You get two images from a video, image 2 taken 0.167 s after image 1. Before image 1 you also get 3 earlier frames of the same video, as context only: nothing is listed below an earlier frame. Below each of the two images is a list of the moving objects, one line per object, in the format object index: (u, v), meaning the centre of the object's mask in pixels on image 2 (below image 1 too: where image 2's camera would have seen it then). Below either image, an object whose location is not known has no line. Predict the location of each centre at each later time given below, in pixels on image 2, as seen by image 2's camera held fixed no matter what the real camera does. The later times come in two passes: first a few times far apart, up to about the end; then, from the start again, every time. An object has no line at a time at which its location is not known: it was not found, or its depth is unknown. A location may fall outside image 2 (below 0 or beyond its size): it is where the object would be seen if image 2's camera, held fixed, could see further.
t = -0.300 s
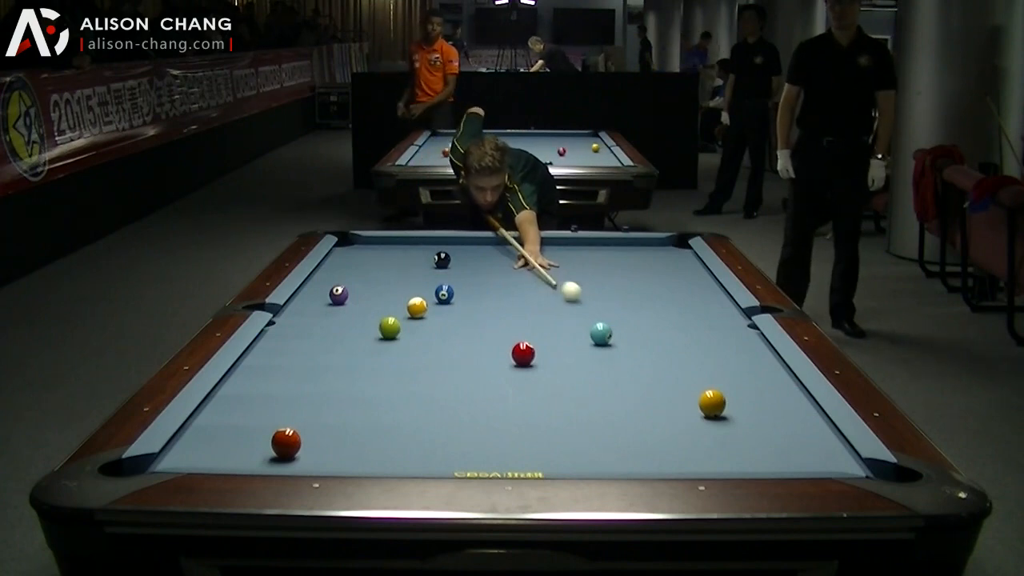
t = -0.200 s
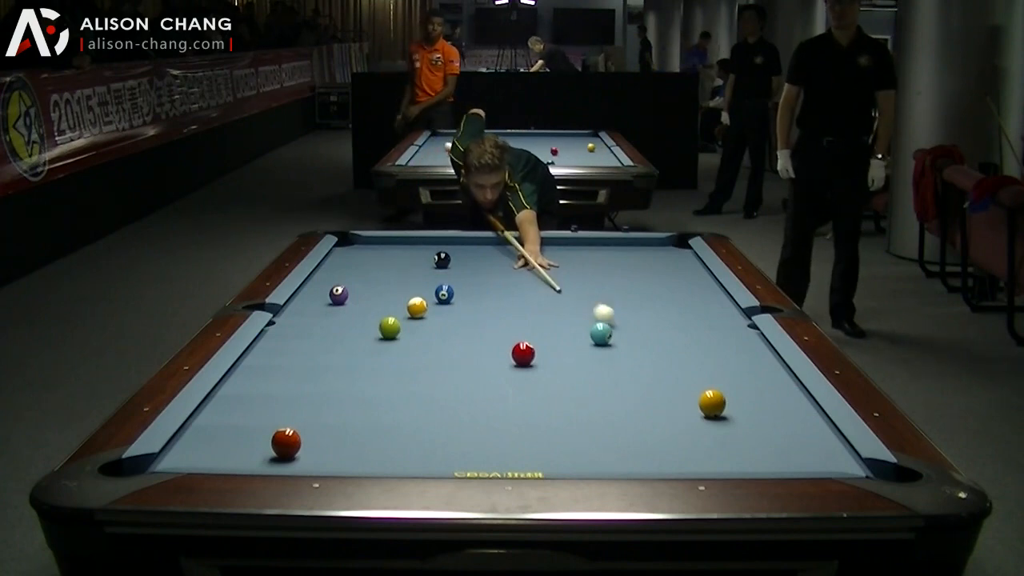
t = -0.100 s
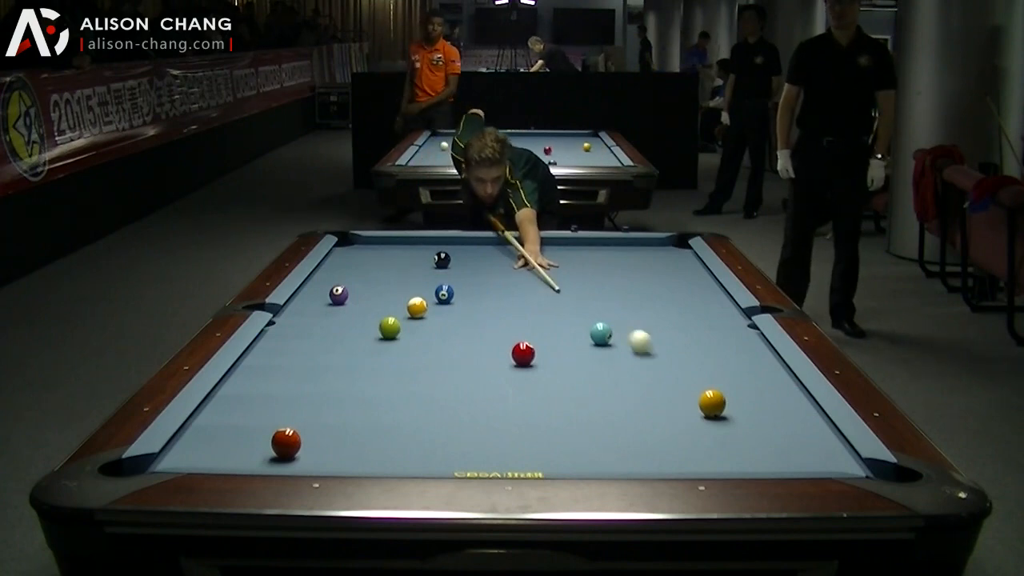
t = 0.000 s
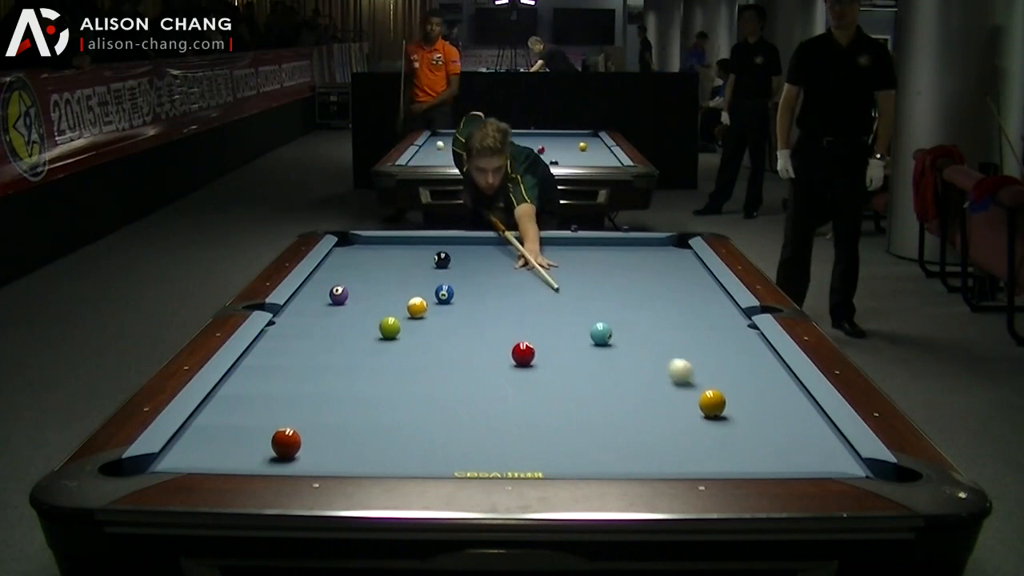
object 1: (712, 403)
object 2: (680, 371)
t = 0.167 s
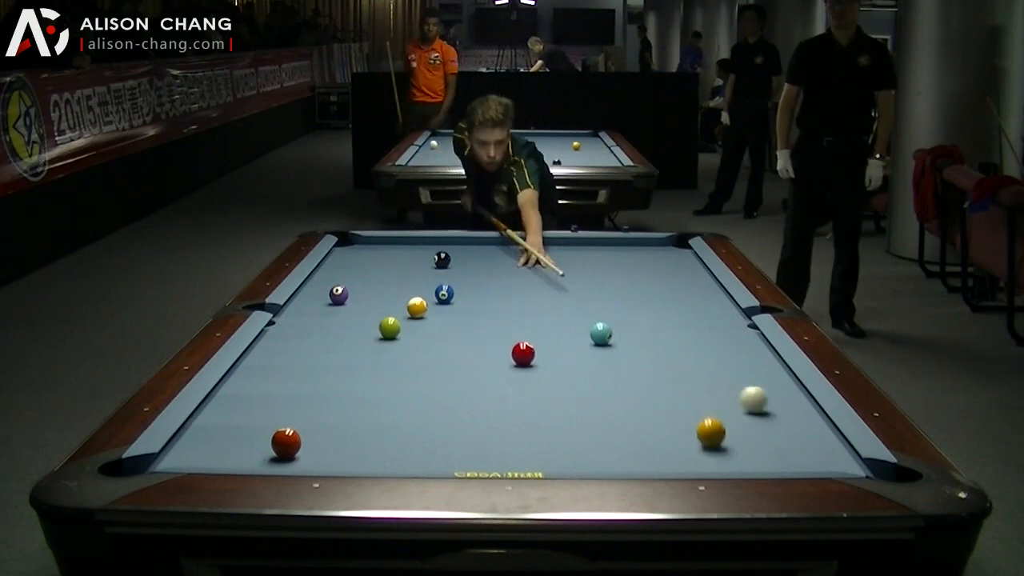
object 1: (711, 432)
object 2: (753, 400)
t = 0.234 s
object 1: (710, 456)
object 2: (778, 402)
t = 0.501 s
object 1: (686, 428)
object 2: (771, 409)
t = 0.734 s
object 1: (670, 395)
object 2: (736, 414)
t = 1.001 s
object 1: (656, 364)
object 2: (697, 419)
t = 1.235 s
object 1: (645, 342)
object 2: (665, 424)
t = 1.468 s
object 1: (635, 323)
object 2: (633, 428)
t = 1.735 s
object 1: (626, 305)
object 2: (599, 433)
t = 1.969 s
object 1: (619, 290)
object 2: (570, 437)
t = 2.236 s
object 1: (613, 276)
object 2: (539, 441)
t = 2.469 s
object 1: (607, 266)
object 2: (514, 445)
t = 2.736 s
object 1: (602, 254)
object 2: (487, 448)
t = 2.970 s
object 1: (597, 246)
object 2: (465, 451)
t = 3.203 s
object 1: (595, 241)
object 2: (446, 454)
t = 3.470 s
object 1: (596, 246)
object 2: (426, 456)
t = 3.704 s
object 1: (597, 250)
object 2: (411, 457)
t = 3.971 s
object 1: (599, 254)
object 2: (395, 459)
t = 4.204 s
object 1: (600, 258)
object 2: (384, 459)
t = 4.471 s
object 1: (602, 262)
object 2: (373, 460)
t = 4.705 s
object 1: (602, 265)
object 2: (366, 461)
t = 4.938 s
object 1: (603, 269)
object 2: (361, 461)
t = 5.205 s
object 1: (604, 272)
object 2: (358, 461)
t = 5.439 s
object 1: (605, 275)
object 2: (357, 461)
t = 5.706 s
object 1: (606, 278)
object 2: (357, 461)
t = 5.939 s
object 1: (607, 280)
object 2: (357, 461)
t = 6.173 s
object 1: (607, 282)
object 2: (357, 461)
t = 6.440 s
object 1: (607, 284)
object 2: (357, 461)
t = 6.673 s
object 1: (608, 286)
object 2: (357, 461)
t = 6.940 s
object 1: (610, 288)
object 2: (357, 461)
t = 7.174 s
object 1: (611, 289)
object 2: (357, 461)
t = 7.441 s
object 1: (611, 290)
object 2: (357, 461)
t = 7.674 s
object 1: (611, 291)
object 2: (357, 461)
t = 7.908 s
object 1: (611, 291)
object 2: (357, 461)
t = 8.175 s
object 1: (611, 291)
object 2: (357, 461)
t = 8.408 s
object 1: (611, 291)
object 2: (357, 461)
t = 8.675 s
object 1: (611, 291)
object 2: (357, 461)
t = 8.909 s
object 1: (611, 291)
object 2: (357, 461)
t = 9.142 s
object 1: (611, 291)
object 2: (357, 461)
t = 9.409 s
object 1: (611, 291)
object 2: (357, 461)
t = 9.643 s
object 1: (611, 291)
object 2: (357, 461)
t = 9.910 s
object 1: (611, 291)
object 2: (357, 461)
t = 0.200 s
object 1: (710, 444)
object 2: (766, 401)
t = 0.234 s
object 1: (710, 456)
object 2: (778, 402)
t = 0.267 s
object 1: (709, 462)
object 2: (790, 404)
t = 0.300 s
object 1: (706, 463)
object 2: (803, 405)
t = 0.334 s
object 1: (702, 458)
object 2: (800, 406)
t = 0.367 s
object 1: (698, 453)
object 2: (793, 406)
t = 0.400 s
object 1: (695, 446)
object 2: (787, 407)
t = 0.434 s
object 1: (692, 439)
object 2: (781, 408)
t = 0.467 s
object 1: (688, 433)
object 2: (777, 408)
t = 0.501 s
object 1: (686, 428)
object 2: (771, 409)
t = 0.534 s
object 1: (683, 422)
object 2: (766, 410)
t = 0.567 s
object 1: (681, 417)
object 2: (761, 411)
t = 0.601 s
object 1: (678, 413)
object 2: (756, 411)
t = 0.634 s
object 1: (676, 408)
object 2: (751, 412)
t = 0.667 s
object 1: (674, 404)
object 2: (746, 413)
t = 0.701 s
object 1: (672, 399)
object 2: (741, 413)
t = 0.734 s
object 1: (670, 395)
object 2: (736, 414)
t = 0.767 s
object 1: (668, 391)
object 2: (731, 415)
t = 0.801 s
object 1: (666, 387)
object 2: (726, 415)
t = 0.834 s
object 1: (664, 383)
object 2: (722, 416)
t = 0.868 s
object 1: (662, 379)
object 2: (717, 417)
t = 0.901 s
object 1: (660, 375)
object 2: (712, 417)
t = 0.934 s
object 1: (659, 371)
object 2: (707, 418)
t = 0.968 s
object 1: (657, 368)
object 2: (702, 419)
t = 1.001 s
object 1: (656, 364)
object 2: (697, 419)
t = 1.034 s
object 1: (654, 361)
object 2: (693, 420)
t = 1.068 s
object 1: (652, 358)
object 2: (688, 421)
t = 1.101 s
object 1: (651, 355)
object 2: (684, 421)
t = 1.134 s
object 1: (649, 351)
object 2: (679, 422)
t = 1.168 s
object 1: (648, 348)
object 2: (674, 422)
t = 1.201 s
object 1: (646, 345)
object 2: (669, 423)
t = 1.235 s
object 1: (645, 342)
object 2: (665, 424)
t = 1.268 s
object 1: (643, 340)
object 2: (660, 425)
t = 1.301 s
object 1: (642, 337)
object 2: (655, 425)
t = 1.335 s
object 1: (640, 334)
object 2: (651, 426)
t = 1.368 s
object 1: (639, 331)
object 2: (647, 427)
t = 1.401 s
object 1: (638, 328)
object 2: (642, 427)
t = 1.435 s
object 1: (636, 326)
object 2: (638, 428)
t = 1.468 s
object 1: (635, 323)
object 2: (633, 428)
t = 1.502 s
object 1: (634, 321)
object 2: (629, 429)
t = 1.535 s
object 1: (633, 318)
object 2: (624, 430)
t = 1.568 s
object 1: (631, 316)
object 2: (620, 430)
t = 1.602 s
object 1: (630, 314)
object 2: (616, 431)
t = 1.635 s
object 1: (629, 311)
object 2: (612, 431)
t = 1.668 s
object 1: (628, 309)
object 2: (607, 432)
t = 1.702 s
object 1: (627, 307)
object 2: (603, 433)
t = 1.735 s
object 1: (626, 305)
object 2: (599, 433)
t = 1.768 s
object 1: (625, 303)
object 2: (595, 434)
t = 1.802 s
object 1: (624, 300)
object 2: (591, 434)
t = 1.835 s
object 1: (623, 298)
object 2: (586, 435)
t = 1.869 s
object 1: (622, 296)
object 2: (582, 435)
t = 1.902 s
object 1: (621, 294)
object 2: (578, 436)
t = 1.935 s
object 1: (620, 292)
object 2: (574, 437)
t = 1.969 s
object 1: (619, 290)
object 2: (570, 437)
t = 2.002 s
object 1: (618, 289)
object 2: (566, 438)
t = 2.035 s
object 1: (618, 287)
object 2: (562, 438)
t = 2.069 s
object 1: (617, 285)
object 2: (558, 439)
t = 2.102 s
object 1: (616, 283)
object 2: (554, 439)
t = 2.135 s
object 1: (615, 281)
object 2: (550, 440)
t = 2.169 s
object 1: (614, 280)
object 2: (546, 440)
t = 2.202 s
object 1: (613, 278)
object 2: (543, 441)
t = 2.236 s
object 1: (613, 276)
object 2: (539, 441)
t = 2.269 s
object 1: (612, 275)
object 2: (535, 442)
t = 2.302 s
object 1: (611, 273)
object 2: (532, 442)
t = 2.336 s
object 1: (610, 272)
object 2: (528, 443)
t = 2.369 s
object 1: (609, 270)
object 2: (524, 443)
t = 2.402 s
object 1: (609, 268)
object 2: (521, 444)
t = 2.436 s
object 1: (608, 267)
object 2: (517, 444)
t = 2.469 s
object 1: (607, 266)
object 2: (514, 445)
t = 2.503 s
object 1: (606, 264)
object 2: (510, 445)
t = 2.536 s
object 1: (606, 263)
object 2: (506, 446)
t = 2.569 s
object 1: (605, 261)
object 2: (503, 446)
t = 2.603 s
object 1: (605, 260)
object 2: (500, 447)
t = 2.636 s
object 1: (604, 258)
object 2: (496, 447)
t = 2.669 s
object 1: (603, 257)
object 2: (493, 448)
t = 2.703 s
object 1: (603, 256)
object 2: (490, 448)
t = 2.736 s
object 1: (602, 254)
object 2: (487, 448)
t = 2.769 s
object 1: (601, 253)
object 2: (484, 449)
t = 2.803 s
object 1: (600, 252)
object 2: (480, 449)
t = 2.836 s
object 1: (600, 251)
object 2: (477, 450)
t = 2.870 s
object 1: (599, 249)
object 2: (474, 450)
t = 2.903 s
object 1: (598, 248)
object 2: (471, 450)
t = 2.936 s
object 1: (598, 247)
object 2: (468, 451)
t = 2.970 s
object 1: (597, 246)
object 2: (465, 451)
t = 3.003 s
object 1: (597, 245)
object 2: (462, 452)
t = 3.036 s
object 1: (596, 244)
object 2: (459, 452)
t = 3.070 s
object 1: (596, 243)
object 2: (456, 452)
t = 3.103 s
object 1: (595, 242)
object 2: (454, 453)
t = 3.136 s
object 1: (594, 241)
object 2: (451, 453)
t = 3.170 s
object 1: (594, 241)
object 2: (448, 453)
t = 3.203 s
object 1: (595, 241)
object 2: (446, 454)
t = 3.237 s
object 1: (595, 242)
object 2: (443, 454)
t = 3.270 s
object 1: (595, 243)
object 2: (440, 454)
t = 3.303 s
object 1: (595, 243)
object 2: (438, 455)
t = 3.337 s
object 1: (595, 244)
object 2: (435, 455)
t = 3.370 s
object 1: (596, 244)
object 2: (433, 455)
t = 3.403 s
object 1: (596, 245)
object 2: (430, 455)
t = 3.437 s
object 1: (596, 245)
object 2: (428, 456)
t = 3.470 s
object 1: (596, 246)
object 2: (426, 456)
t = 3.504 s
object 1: (596, 246)
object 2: (424, 456)
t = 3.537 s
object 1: (597, 247)
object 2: (421, 456)
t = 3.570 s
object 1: (597, 248)
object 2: (419, 457)
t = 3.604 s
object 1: (597, 248)
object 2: (417, 457)
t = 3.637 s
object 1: (597, 249)
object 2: (414, 457)
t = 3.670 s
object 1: (597, 249)
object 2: (413, 457)
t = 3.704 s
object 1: (597, 250)
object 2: (411, 457)
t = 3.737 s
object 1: (598, 250)
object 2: (408, 458)
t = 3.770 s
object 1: (598, 251)
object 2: (406, 458)
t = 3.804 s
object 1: (598, 252)
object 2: (404, 458)
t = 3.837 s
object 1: (598, 252)
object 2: (402, 458)
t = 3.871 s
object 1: (599, 253)
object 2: (400, 458)
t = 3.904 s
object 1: (599, 253)
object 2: (399, 458)
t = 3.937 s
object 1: (599, 254)
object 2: (397, 459)
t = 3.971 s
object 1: (599, 254)
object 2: (395, 459)
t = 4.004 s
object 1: (599, 255)
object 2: (393, 459)
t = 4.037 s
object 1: (599, 255)
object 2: (391, 459)
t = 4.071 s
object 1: (600, 256)
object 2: (390, 459)
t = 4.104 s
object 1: (600, 256)
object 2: (388, 459)
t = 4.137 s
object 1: (600, 257)
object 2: (387, 459)
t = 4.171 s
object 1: (600, 257)
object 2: (385, 459)
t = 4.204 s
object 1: (600, 258)
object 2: (384, 459)
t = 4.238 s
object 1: (600, 258)
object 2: (382, 460)
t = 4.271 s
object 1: (601, 259)
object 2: (381, 460)
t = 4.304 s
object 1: (601, 260)
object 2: (379, 460)
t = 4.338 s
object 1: (601, 260)
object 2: (378, 460)
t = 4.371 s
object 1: (601, 261)
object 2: (377, 460)
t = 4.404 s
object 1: (601, 261)
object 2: (375, 460)
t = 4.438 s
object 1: (601, 261)
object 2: (374, 460)
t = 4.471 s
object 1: (602, 262)
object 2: (373, 460)
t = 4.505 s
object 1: (602, 262)
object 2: (372, 460)
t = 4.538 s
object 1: (602, 263)
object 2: (371, 460)
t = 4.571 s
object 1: (602, 263)
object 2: (370, 461)
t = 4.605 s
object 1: (602, 264)
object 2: (369, 461)
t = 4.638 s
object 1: (602, 264)
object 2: (368, 461)
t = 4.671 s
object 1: (602, 265)
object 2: (367, 461)
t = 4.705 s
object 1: (602, 265)
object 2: (366, 461)
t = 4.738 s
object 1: (603, 266)
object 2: (365, 461)
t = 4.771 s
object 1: (603, 266)
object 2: (364, 461)
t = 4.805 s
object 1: (603, 267)
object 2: (363, 461)
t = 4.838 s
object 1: (603, 267)
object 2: (363, 461)
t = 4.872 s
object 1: (603, 268)
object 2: (362, 461)
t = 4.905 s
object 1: (603, 268)
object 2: (361, 461)
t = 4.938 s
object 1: (603, 269)
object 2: (361, 461)
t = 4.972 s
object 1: (603, 269)
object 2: (360, 461)
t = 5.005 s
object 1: (603, 270)
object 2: (360, 461)
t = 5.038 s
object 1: (603, 270)
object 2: (359, 461)
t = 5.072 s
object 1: (603, 270)
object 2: (359, 461)
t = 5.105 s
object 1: (604, 271)
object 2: (359, 461)
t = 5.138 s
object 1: (604, 271)
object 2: (358, 461)
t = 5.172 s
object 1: (604, 271)
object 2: (358, 461)
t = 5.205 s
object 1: (604, 272)
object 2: (358, 461)
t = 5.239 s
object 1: (604, 272)
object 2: (358, 461)
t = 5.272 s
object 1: (604, 273)
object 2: (357, 461)
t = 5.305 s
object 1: (604, 273)
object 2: (357, 461)
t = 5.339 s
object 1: (604, 274)
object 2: (357, 461)
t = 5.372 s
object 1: (604, 274)
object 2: (357, 461)
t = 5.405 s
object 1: (605, 274)
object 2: (357, 461)
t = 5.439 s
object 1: (605, 275)
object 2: (357, 461)
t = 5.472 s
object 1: (605, 275)
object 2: (357, 461)
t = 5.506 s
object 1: (605, 275)
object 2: (357, 461)
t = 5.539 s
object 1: (605, 276)
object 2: (357, 461)
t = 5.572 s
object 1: (605, 276)
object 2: (357, 461)
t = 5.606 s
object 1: (605, 277)
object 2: (357, 461)
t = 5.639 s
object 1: (606, 277)
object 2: (357, 461)
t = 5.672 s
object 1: (606, 277)
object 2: (357, 461)
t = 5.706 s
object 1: (606, 278)
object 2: (357, 461)
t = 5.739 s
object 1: (606, 278)
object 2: (357, 461)
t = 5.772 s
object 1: (606, 278)
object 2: (357, 461)
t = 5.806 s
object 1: (606, 279)
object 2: (357, 461)
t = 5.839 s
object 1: (606, 279)
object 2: (357, 461)
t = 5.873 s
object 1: (606, 279)
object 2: (357, 461)
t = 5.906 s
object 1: (607, 280)
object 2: (357, 461)
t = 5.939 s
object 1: (607, 280)
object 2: (357, 461)
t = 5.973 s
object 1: (607, 280)
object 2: (357, 461)
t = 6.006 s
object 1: (607, 281)
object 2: (357, 461)
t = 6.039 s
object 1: (607, 281)
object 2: (357, 461)
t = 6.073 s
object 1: (607, 281)
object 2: (357, 461)
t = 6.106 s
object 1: (607, 281)
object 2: (357, 461)
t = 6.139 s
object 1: (607, 282)
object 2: (357, 461)
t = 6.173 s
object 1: (607, 282)
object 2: (357, 461)
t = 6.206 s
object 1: (607, 282)
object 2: (357, 461)
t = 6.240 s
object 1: (607, 283)
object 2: (357, 461)
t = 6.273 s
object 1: (607, 283)
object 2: (357, 461)
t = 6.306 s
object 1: (607, 283)
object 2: (357, 461)
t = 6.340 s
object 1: (607, 284)
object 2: (357, 461)
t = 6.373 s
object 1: (607, 284)
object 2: (357, 461)
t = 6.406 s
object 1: (607, 284)
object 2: (357, 461)
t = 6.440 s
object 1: (607, 284)
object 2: (357, 461)
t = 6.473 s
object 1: (607, 285)
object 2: (357, 461)
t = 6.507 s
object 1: (608, 285)
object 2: (357, 461)
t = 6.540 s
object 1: (608, 285)
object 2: (357, 461)
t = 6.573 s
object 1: (608, 286)
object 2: (357, 461)
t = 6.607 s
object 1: (608, 286)
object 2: (357, 461)
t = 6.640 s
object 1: (608, 286)
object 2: (357, 461)
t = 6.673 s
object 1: (608, 286)
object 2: (357, 461)
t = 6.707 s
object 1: (608, 286)
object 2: (357, 461)
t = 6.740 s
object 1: (609, 287)
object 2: (357, 461)
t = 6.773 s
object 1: (609, 287)
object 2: (357, 461)
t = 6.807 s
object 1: (609, 287)
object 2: (357, 461)
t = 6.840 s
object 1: (610, 287)
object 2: (357, 461)
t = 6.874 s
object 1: (610, 287)
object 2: (357, 461)
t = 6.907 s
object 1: (610, 288)
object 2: (357, 461)
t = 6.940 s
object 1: (610, 288)
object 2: (357, 461)
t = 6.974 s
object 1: (610, 288)
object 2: (357, 461)
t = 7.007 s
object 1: (610, 288)
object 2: (357, 461)
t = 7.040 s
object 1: (610, 288)
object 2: (357, 461)
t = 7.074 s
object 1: (610, 289)
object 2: (357, 461)
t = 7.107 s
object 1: (610, 289)
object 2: (357, 461)
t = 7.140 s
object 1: (610, 289)
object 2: (357, 461)
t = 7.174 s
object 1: (611, 289)
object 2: (357, 461)
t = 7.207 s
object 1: (611, 289)
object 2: (357, 461)
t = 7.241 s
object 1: (611, 289)
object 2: (357, 461)
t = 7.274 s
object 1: (611, 290)
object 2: (357, 461)
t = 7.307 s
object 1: (611, 290)
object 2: (357, 461)
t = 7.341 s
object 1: (611, 290)
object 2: (357, 461)
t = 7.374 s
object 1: (611, 290)
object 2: (357, 461)
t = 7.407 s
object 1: (611, 290)
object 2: (357, 461)
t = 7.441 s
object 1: (611, 290)
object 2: (357, 461)
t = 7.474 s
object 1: (611, 290)
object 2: (357, 461)
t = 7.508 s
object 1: (611, 290)
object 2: (357, 461)
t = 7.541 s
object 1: (611, 291)
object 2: (357, 461)
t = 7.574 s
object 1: (611, 291)
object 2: (357, 461)
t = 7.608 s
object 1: (611, 291)
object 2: (357, 461)
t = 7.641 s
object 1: (611, 291)
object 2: (357, 461)
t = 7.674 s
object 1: (611, 291)
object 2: (357, 461)
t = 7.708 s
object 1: (611, 291)
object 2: (357, 461)
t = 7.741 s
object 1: (611, 291)
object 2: (357, 461)
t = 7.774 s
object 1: (611, 291)
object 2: (357, 461)
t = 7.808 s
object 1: (611, 291)
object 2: (357, 461)
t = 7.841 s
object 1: (611, 291)
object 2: (357, 461)
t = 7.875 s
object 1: (611, 291)
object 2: (357, 461)
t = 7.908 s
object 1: (611, 291)
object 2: (357, 461)
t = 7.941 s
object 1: (611, 291)
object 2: (357, 461)
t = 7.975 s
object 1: (611, 291)
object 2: (357, 461)
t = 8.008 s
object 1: (611, 291)
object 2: (357, 461)
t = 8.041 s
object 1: (611, 291)
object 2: (357, 461)
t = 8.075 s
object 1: (611, 291)
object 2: (357, 461)
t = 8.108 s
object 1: (611, 291)
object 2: (357, 461)
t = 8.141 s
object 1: (611, 291)
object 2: (357, 461)
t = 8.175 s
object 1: (611, 291)
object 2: (357, 461)
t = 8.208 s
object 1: (611, 291)
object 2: (357, 461)
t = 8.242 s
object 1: (611, 291)
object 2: (357, 461)
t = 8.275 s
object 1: (611, 291)
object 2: (357, 461)
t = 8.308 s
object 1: (611, 291)
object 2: (357, 461)
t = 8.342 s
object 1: (611, 291)
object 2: (357, 461)
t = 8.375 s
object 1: (611, 291)
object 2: (357, 461)
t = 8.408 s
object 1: (611, 291)
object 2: (357, 461)
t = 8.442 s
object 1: (611, 291)
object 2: (357, 461)
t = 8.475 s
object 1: (611, 291)
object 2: (357, 461)
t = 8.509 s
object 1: (611, 291)
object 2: (357, 461)
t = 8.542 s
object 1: (611, 291)
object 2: (357, 461)
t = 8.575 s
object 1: (611, 291)
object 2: (357, 461)
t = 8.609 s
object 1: (611, 291)
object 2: (357, 461)
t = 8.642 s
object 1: (611, 291)
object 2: (357, 461)
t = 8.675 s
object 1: (611, 291)
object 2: (357, 461)
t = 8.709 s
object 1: (611, 291)
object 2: (357, 461)
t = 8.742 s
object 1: (611, 291)
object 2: (357, 461)
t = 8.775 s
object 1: (611, 291)
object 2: (357, 461)
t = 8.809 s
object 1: (611, 291)
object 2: (357, 461)
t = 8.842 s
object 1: (611, 291)
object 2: (357, 461)
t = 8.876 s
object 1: (611, 291)
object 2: (357, 461)
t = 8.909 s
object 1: (611, 291)
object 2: (357, 461)
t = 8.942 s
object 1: (611, 291)
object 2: (357, 461)
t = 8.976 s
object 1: (611, 291)
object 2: (357, 461)
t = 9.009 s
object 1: (611, 291)
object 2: (357, 461)
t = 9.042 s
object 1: (611, 291)
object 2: (357, 461)
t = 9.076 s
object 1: (611, 291)
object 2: (357, 461)
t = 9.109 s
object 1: (611, 291)
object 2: (357, 461)
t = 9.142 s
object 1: (611, 291)
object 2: (357, 461)
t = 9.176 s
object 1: (611, 291)
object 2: (357, 461)
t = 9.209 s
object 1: (611, 291)
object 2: (357, 461)
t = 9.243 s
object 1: (611, 291)
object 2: (357, 461)
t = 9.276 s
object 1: (611, 291)
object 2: (357, 461)
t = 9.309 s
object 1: (611, 291)
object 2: (357, 461)
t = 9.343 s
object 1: (611, 291)
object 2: (357, 461)
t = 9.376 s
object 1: (611, 291)
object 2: (357, 461)
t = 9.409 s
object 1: (611, 291)
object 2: (357, 461)
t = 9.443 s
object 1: (611, 291)
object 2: (357, 461)
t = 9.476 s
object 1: (611, 291)
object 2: (357, 461)
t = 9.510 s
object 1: (611, 291)
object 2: (357, 461)
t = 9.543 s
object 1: (611, 291)
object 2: (357, 461)
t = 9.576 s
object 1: (611, 291)
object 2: (357, 461)
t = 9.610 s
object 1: (611, 291)
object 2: (357, 461)
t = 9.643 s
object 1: (611, 291)
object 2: (357, 461)
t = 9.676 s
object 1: (611, 291)
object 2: (357, 461)
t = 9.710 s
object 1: (611, 291)
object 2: (357, 461)
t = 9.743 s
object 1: (611, 291)
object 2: (357, 461)
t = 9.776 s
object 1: (611, 291)
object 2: (357, 461)
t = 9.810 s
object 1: (611, 291)
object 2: (357, 461)
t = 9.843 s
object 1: (611, 291)
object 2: (357, 461)
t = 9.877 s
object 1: (611, 291)
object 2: (357, 461)
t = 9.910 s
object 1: (611, 291)
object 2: (357, 461)
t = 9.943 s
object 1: (611, 291)
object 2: (357, 461)
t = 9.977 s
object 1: (611, 291)
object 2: (357, 461)
